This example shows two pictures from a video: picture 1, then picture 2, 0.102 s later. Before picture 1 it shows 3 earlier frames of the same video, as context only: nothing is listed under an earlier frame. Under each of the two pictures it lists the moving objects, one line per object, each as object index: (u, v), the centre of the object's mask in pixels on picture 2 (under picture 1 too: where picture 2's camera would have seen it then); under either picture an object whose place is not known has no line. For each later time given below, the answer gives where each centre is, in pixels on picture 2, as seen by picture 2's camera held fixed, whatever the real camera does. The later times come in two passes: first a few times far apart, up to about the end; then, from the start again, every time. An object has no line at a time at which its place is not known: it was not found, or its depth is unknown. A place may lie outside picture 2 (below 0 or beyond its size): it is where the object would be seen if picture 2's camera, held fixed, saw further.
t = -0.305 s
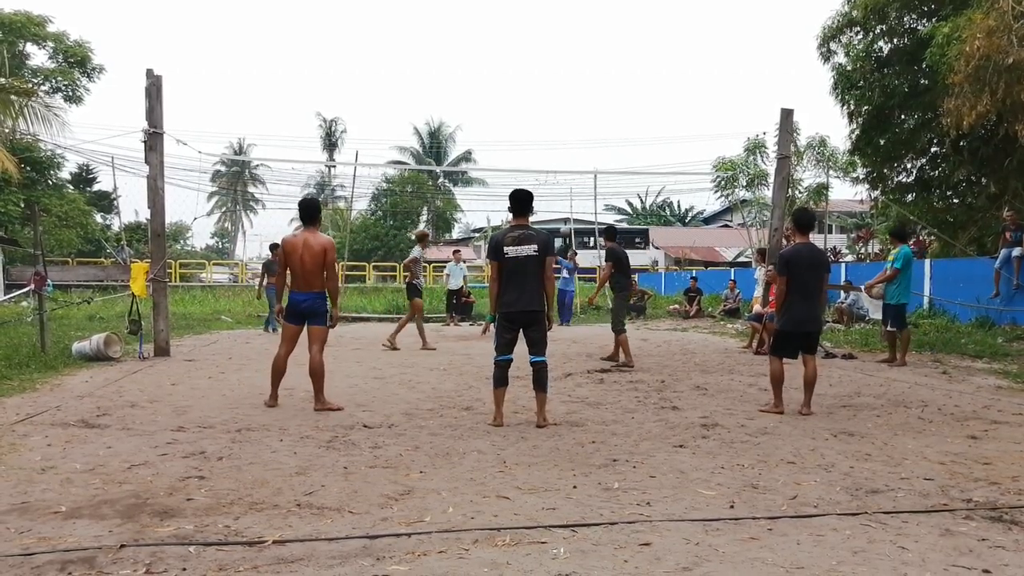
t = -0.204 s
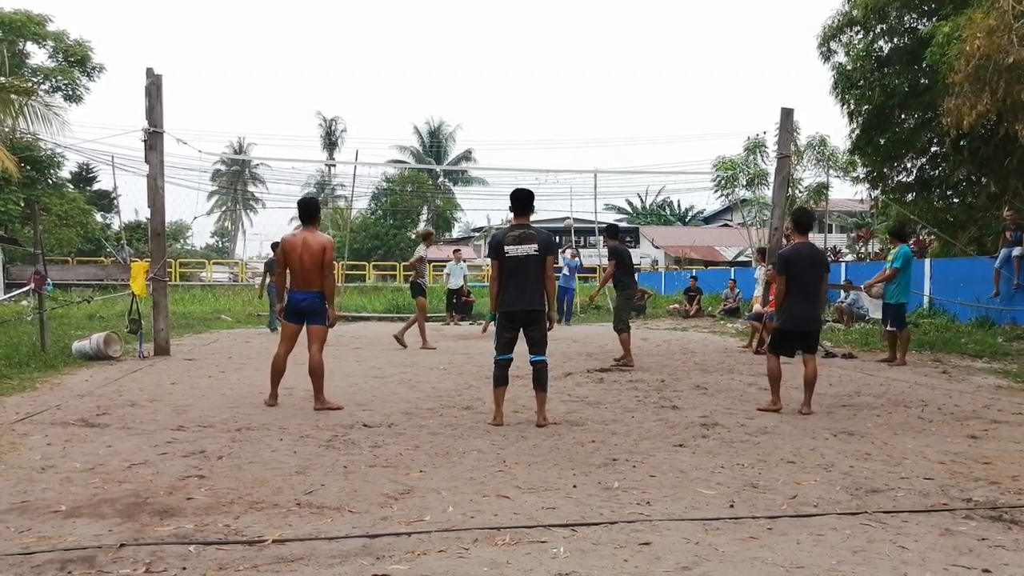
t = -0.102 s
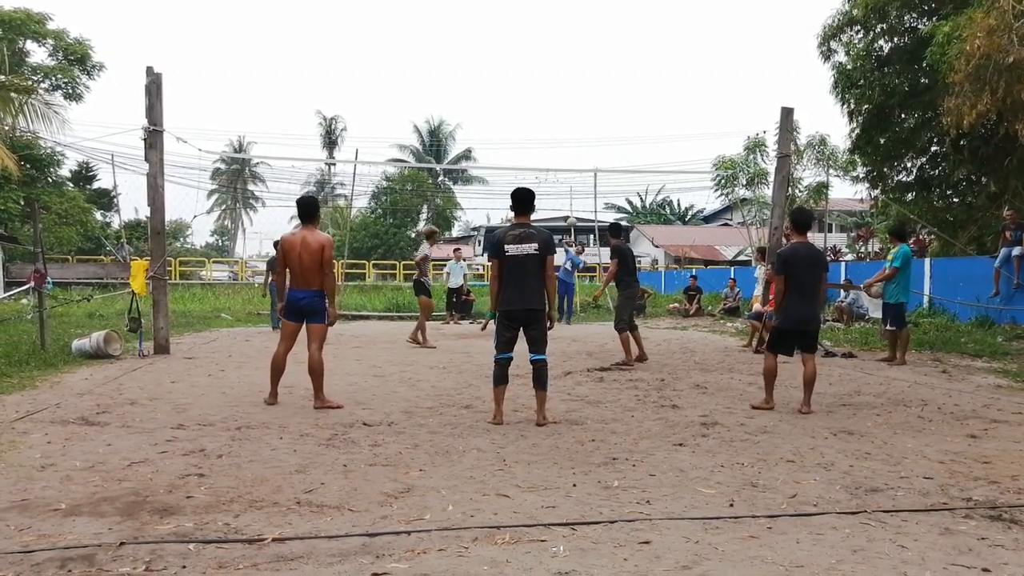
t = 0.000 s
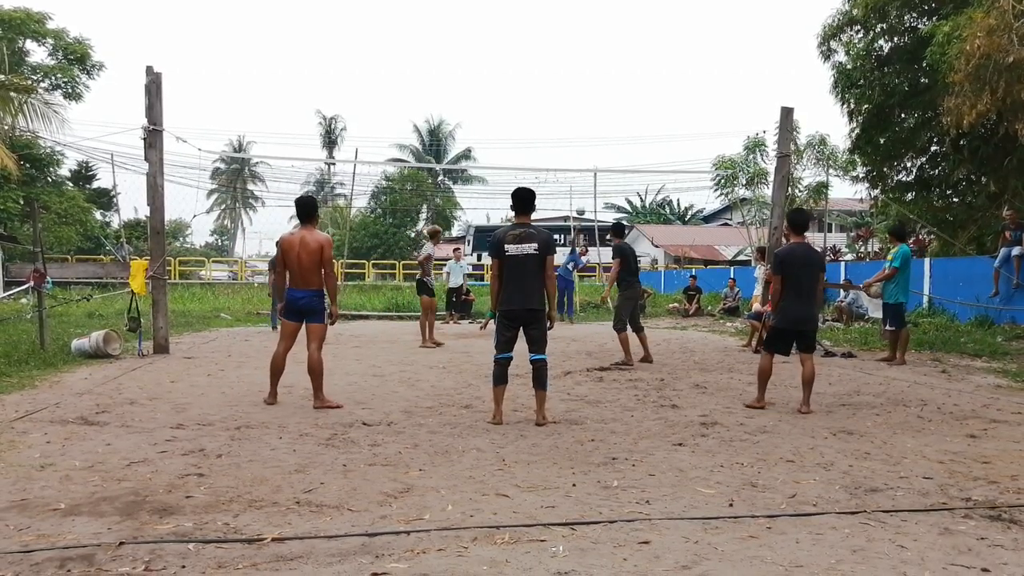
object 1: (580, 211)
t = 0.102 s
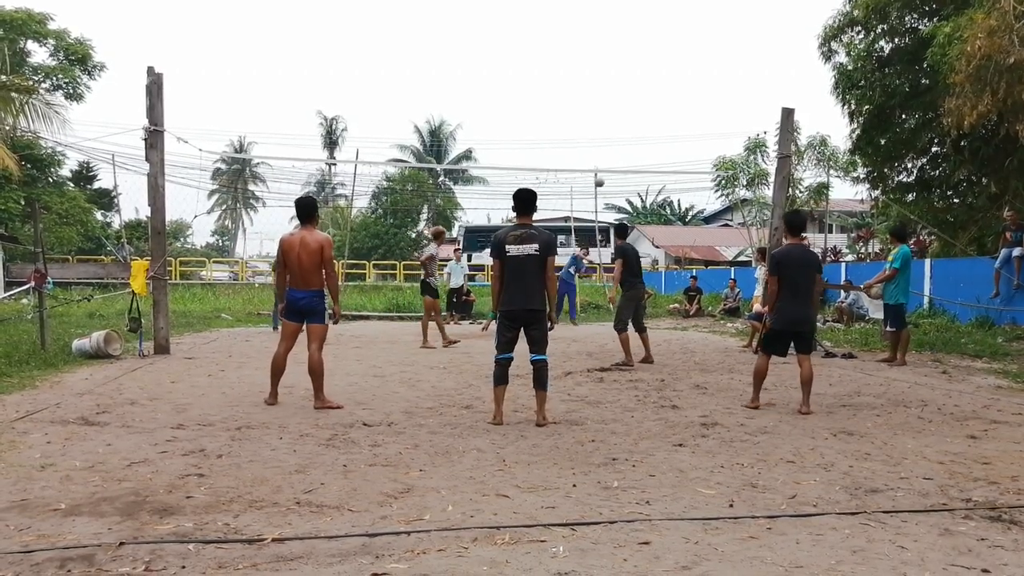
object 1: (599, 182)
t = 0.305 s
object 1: (640, 128)
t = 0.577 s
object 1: (712, 83)
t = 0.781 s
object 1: (785, 83)
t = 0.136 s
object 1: (606, 173)
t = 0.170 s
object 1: (612, 163)
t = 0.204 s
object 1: (618, 153)
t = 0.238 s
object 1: (625, 145)
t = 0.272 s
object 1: (632, 137)
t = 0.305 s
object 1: (640, 128)
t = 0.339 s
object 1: (647, 121)
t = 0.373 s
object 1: (656, 114)
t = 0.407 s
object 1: (664, 108)
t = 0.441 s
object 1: (673, 101)
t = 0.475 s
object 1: (682, 96)
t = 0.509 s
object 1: (692, 91)
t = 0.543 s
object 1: (702, 87)
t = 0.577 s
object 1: (712, 83)
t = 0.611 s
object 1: (723, 81)
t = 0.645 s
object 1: (735, 79)
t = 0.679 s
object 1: (747, 78)
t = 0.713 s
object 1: (759, 78)
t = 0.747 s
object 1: (771, 80)
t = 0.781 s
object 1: (785, 83)
